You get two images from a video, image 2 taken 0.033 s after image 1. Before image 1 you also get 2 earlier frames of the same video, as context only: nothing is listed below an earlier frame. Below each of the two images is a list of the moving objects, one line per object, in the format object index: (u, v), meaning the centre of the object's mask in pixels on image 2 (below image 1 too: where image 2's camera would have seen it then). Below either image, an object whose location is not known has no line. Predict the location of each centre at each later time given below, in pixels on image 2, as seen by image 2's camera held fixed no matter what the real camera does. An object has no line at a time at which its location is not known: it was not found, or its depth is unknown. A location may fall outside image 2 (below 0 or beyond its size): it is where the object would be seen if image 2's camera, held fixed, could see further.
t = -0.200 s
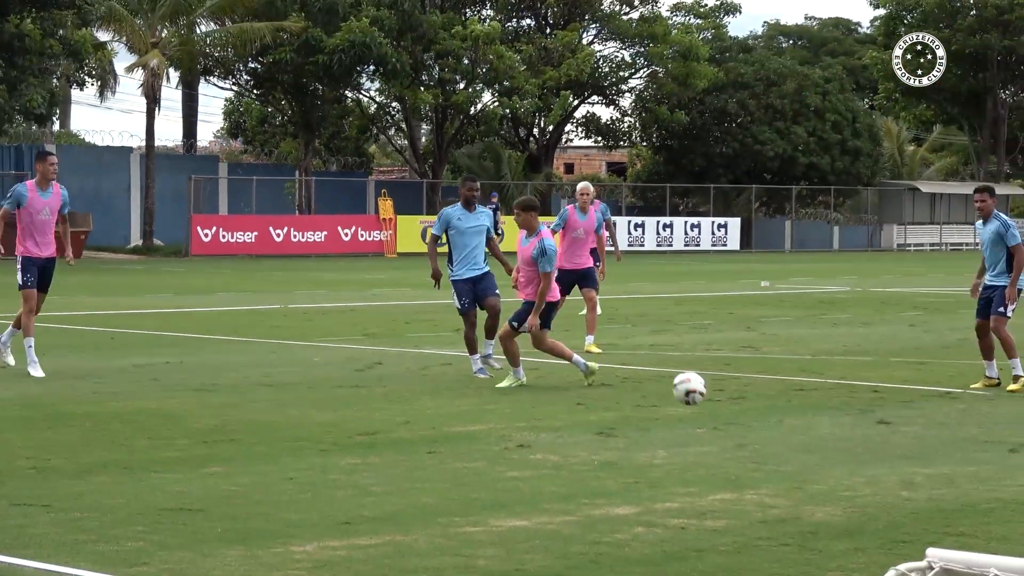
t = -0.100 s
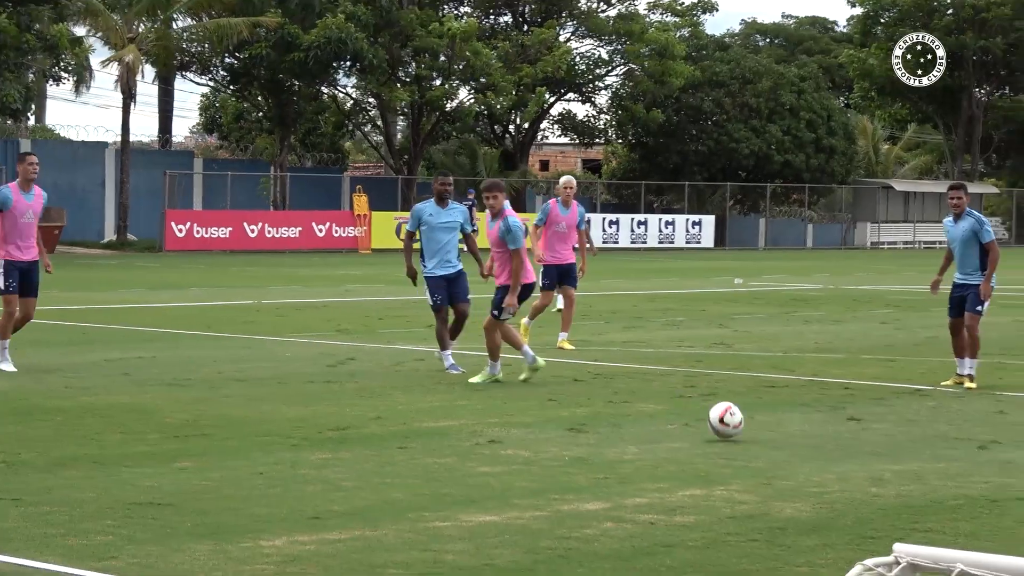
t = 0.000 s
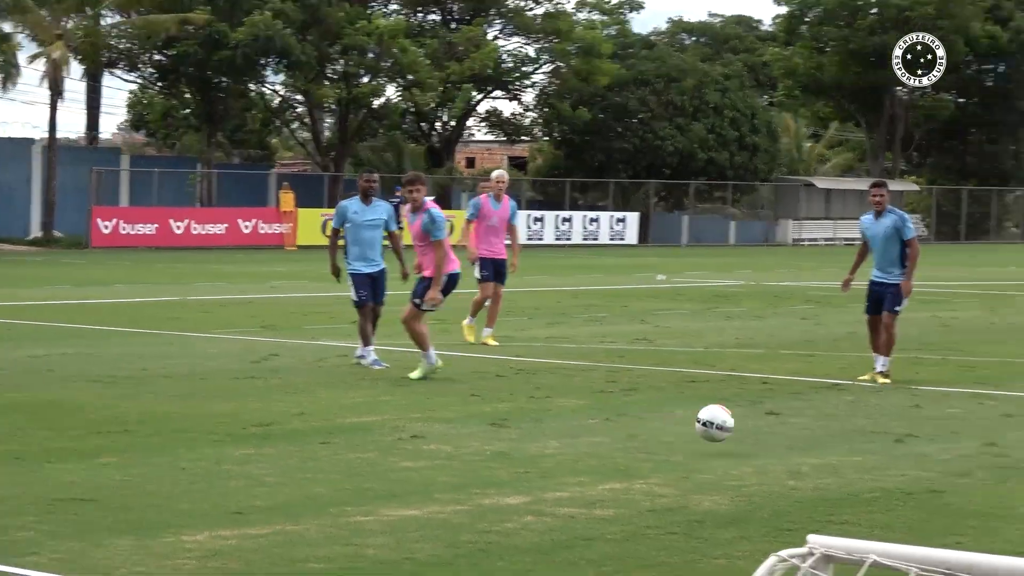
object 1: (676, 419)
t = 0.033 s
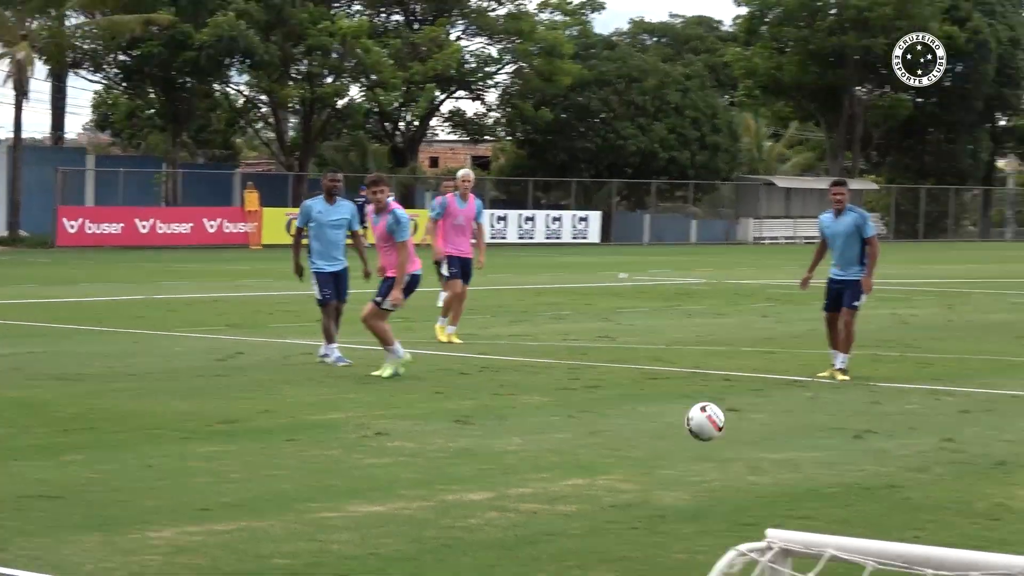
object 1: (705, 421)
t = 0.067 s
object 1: (720, 424)
